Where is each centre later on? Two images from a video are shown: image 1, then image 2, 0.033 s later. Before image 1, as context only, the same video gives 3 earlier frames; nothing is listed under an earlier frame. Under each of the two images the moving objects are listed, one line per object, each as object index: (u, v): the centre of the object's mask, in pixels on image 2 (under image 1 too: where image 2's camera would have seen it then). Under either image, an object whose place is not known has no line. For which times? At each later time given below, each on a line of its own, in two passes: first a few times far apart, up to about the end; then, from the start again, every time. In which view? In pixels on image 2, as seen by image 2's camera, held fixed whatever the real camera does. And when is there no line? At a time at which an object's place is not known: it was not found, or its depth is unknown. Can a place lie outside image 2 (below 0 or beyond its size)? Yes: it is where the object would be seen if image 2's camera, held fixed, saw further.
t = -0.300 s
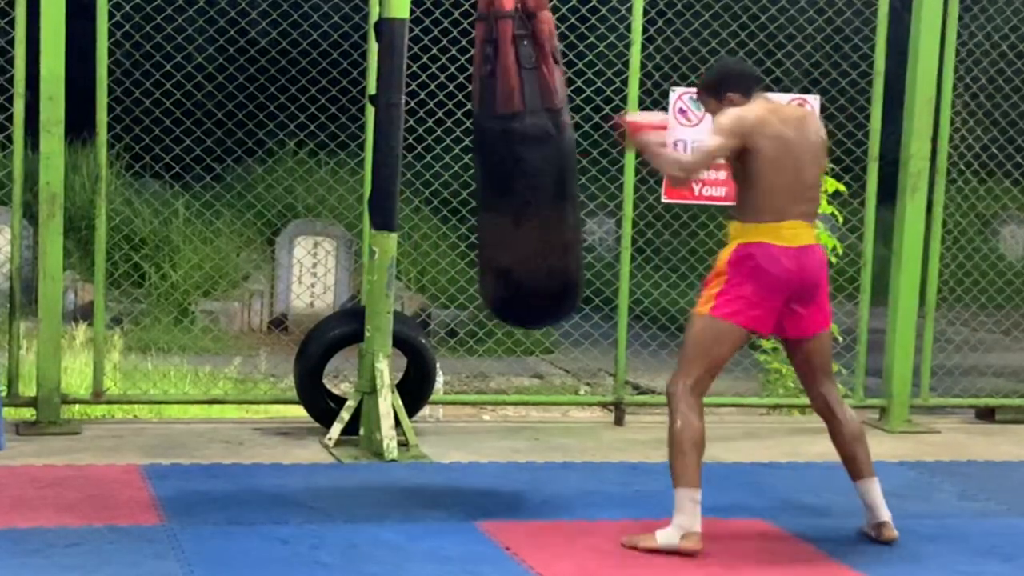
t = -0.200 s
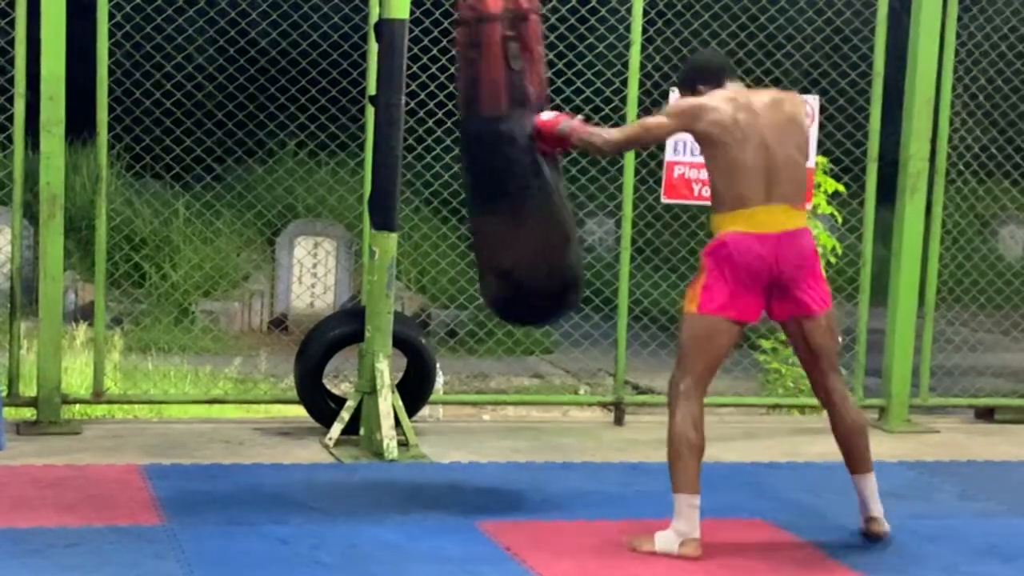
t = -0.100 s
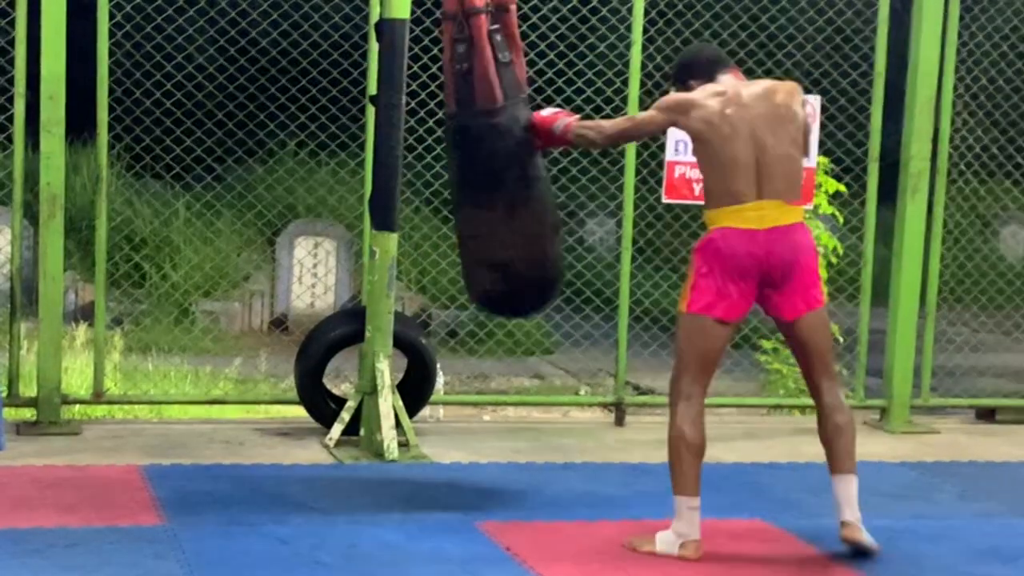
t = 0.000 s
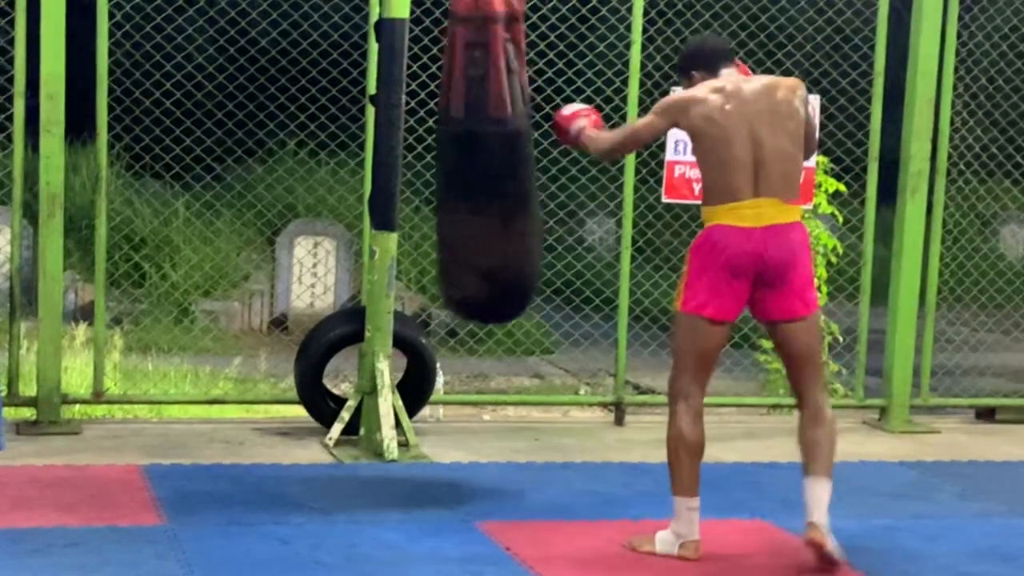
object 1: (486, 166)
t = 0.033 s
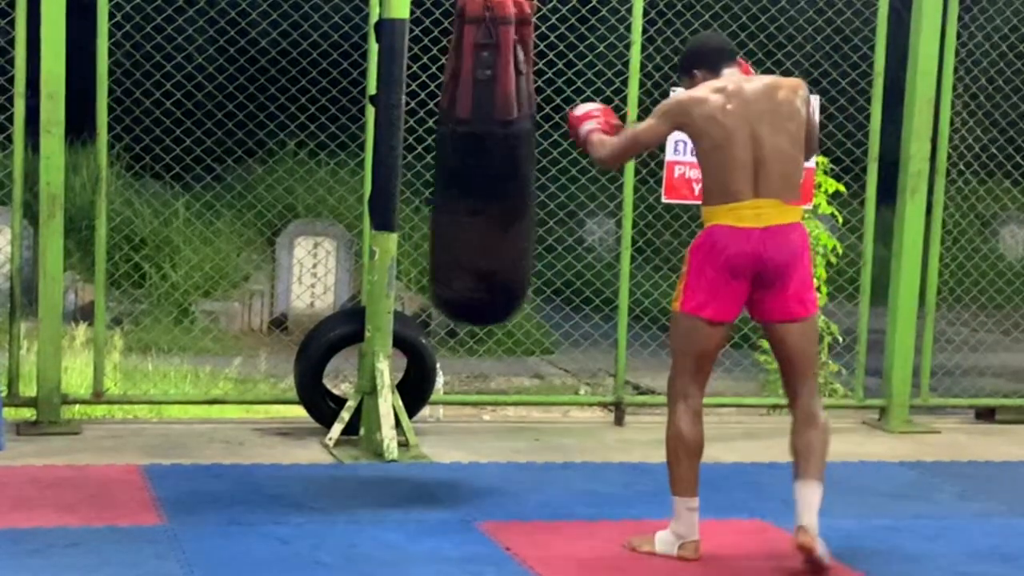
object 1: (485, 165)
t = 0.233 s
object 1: (450, 165)
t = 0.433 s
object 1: (425, 160)
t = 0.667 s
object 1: (415, 162)
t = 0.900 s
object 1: (429, 166)
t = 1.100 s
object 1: (460, 169)
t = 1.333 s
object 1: (501, 175)
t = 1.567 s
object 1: (531, 170)
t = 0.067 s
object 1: (481, 165)
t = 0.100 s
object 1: (476, 164)
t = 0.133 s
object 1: (469, 163)
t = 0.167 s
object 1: (462, 164)
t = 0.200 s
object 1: (456, 164)
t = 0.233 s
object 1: (450, 165)
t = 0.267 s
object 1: (445, 163)
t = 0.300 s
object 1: (439, 163)
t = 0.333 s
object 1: (435, 163)
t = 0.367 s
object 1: (431, 161)
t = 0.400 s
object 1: (429, 159)
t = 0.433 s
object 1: (425, 160)
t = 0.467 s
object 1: (422, 160)
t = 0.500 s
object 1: (420, 159)
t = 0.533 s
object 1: (418, 159)
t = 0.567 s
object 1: (417, 160)
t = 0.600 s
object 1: (416, 160)
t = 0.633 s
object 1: (415, 161)
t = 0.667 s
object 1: (415, 162)
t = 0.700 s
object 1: (415, 162)
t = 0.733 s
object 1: (416, 163)
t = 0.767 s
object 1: (417, 164)
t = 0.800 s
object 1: (419, 165)
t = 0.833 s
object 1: (422, 167)
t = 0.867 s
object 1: (425, 166)
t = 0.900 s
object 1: (429, 166)
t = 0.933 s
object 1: (434, 167)
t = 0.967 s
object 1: (440, 167)
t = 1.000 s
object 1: (443, 168)
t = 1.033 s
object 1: (449, 169)
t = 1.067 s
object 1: (455, 169)
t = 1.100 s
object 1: (460, 169)
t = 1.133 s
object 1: (465, 170)
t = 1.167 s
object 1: (472, 171)
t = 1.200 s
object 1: (477, 172)
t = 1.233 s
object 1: (483, 173)
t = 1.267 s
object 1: (489, 174)
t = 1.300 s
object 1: (495, 175)
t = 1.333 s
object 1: (501, 175)
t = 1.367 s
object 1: (507, 176)
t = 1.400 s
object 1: (512, 175)
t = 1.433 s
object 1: (517, 173)
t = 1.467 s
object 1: (521, 173)
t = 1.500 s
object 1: (525, 172)
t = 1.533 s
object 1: (528, 171)
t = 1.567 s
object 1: (531, 170)
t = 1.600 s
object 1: (533, 170)
